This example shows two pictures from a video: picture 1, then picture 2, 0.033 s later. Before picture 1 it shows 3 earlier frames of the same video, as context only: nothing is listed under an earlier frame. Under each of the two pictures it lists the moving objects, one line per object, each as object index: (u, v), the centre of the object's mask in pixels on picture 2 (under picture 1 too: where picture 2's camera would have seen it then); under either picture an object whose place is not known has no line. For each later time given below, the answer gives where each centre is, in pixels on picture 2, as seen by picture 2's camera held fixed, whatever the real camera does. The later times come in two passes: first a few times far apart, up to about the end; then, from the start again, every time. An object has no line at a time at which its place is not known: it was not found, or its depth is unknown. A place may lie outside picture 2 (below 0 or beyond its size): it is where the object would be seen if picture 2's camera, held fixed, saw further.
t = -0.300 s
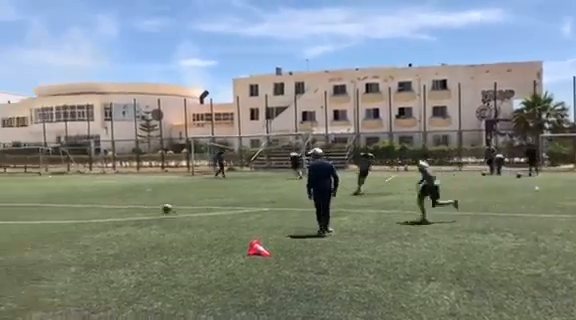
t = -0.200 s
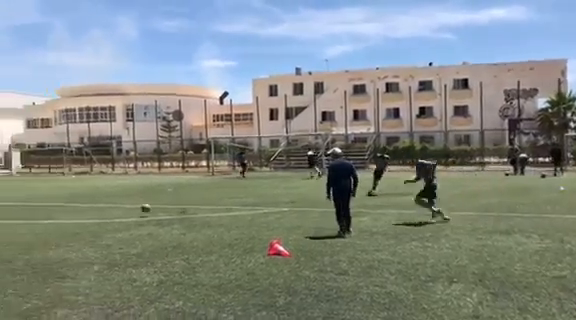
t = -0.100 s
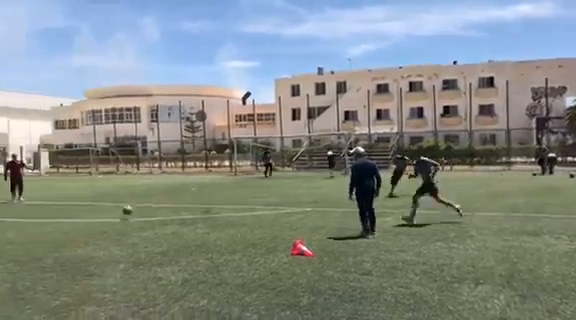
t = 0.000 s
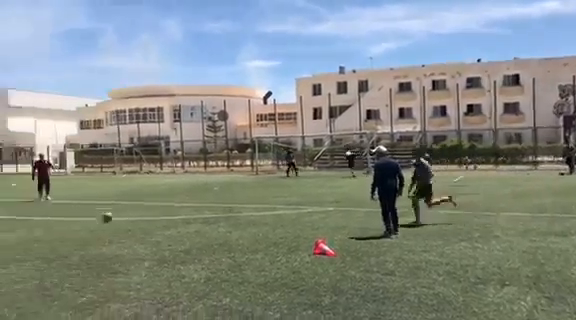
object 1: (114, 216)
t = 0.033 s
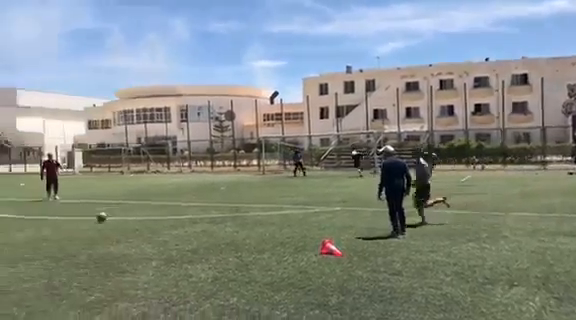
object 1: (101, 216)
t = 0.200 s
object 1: (36, 212)
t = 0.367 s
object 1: (-31, 222)
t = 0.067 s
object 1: (88, 213)
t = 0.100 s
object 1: (76, 212)
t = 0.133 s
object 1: (63, 212)
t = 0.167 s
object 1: (49, 212)
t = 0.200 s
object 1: (36, 212)
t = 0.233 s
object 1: (23, 213)
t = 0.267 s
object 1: (10, 214)
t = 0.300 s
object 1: (-3, 216)
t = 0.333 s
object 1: (-18, 219)
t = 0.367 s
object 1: (-31, 222)
